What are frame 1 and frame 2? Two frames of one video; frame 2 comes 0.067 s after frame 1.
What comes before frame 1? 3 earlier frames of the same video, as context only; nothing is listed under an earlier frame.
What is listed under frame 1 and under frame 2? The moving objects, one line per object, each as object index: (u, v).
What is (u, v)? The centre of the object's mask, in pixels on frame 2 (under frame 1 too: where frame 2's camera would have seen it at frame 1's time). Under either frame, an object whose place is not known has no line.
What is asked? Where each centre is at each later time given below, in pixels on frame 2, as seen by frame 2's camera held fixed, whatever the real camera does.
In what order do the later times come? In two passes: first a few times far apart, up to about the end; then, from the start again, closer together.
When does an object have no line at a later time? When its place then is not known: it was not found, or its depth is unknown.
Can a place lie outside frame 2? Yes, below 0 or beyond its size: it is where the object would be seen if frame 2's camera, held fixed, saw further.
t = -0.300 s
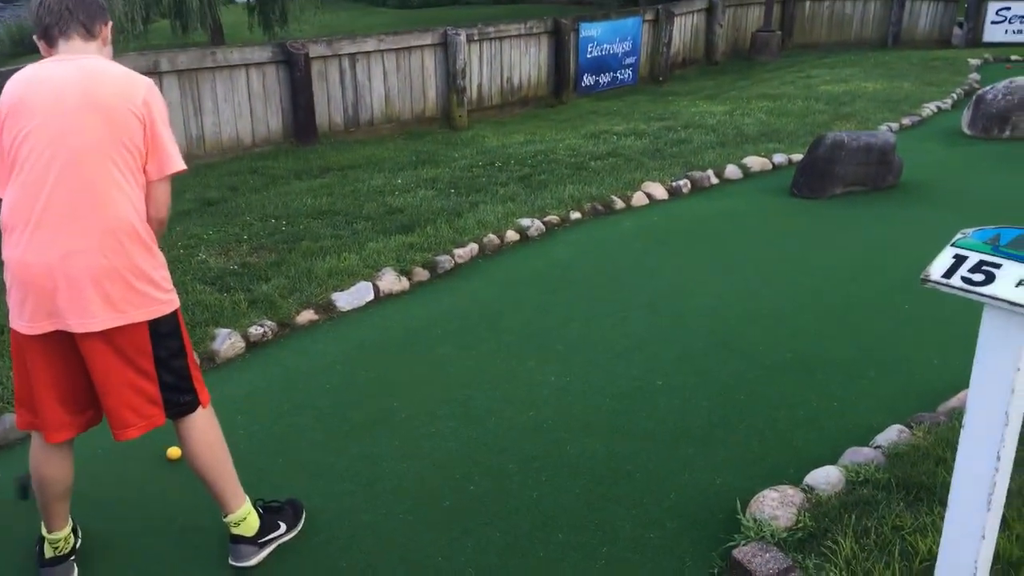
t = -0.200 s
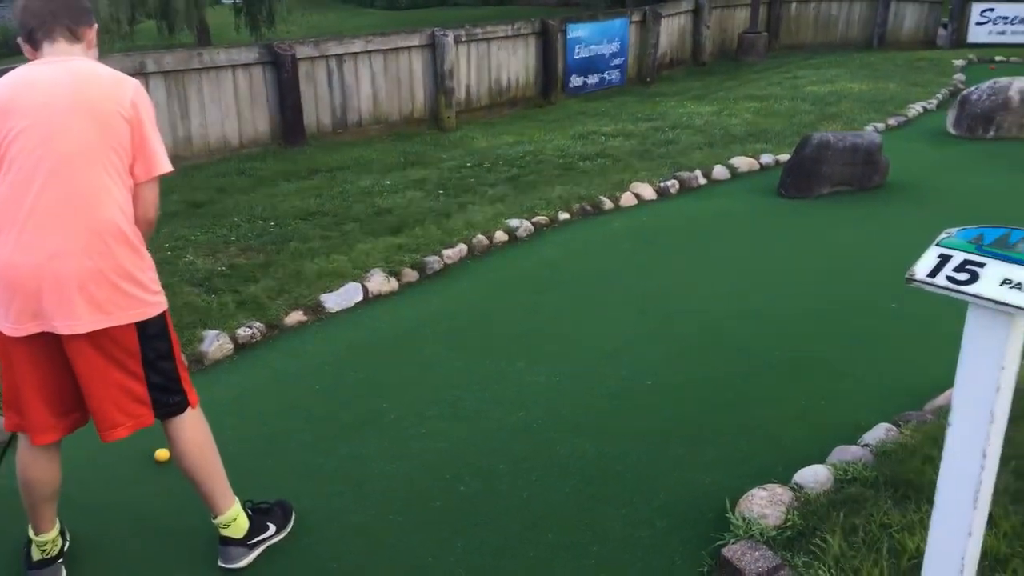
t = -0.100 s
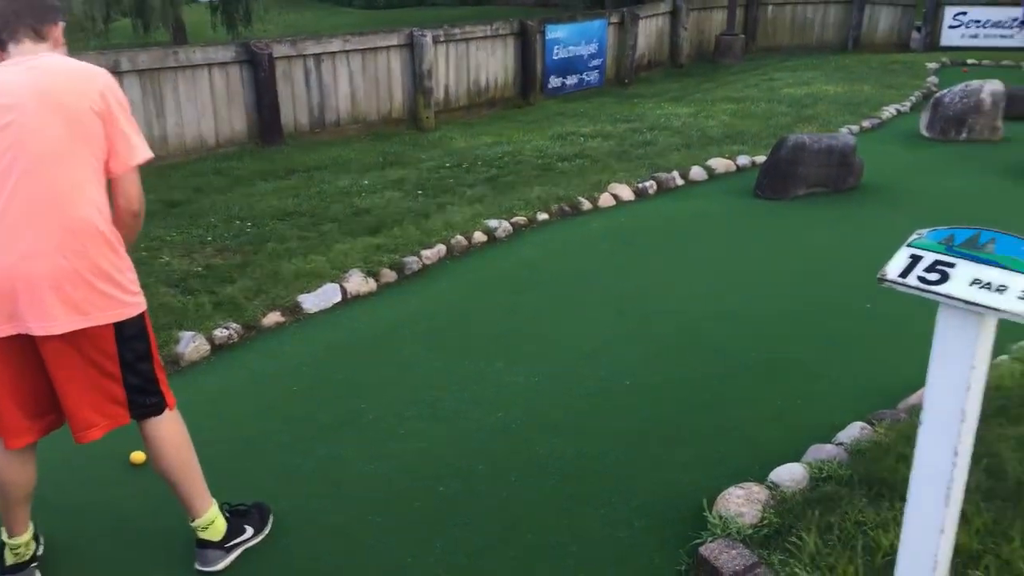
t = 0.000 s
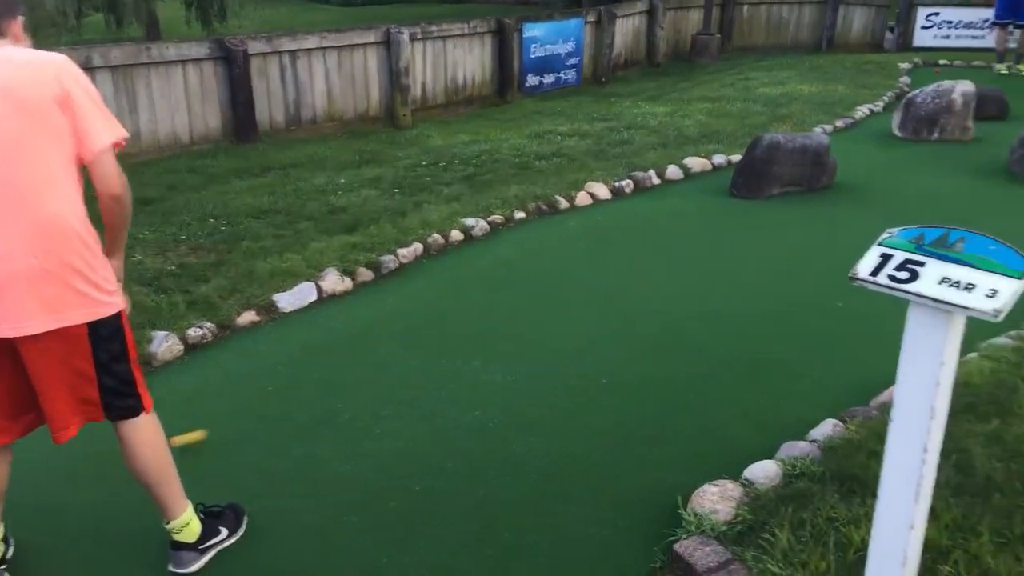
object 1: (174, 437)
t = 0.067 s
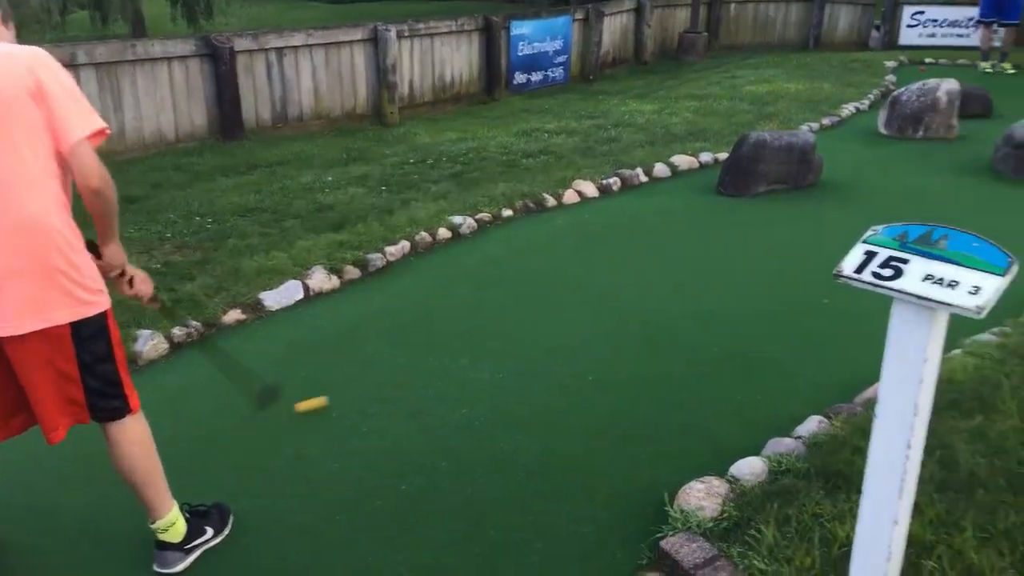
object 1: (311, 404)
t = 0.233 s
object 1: (565, 339)
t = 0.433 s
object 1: (764, 290)
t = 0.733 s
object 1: (962, 237)
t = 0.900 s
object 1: (1045, 218)
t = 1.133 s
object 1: (1141, 185)
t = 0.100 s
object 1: (370, 389)
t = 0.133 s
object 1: (426, 376)
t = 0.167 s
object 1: (476, 364)
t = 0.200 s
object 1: (522, 351)
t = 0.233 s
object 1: (565, 339)
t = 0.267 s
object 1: (605, 330)
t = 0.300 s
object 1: (641, 319)
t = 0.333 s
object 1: (675, 312)
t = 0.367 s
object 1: (707, 304)
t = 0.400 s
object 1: (736, 296)
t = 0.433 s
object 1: (764, 290)
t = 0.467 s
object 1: (789, 283)
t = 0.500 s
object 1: (815, 277)
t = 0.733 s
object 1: (962, 237)
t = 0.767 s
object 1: (979, 233)
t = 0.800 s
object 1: (996, 230)
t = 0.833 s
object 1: (1012, 226)
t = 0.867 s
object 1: (1029, 222)
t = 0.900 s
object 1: (1045, 218)
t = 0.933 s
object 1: (1058, 215)
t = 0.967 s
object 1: (1073, 211)
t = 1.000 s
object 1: (1087, 207)
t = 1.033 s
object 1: (1102, 201)
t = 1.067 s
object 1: (1116, 195)
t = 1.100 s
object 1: (1129, 189)
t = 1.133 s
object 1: (1141, 185)
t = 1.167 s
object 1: (1154, 180)
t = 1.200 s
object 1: (1164, 177)
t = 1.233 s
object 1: (1175, 173)
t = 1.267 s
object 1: (1185, 170)
